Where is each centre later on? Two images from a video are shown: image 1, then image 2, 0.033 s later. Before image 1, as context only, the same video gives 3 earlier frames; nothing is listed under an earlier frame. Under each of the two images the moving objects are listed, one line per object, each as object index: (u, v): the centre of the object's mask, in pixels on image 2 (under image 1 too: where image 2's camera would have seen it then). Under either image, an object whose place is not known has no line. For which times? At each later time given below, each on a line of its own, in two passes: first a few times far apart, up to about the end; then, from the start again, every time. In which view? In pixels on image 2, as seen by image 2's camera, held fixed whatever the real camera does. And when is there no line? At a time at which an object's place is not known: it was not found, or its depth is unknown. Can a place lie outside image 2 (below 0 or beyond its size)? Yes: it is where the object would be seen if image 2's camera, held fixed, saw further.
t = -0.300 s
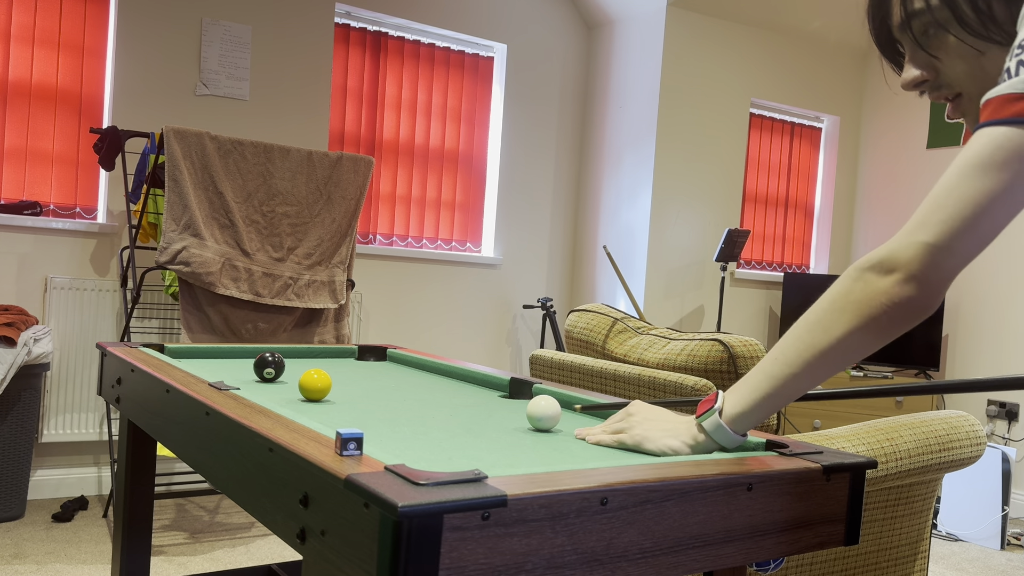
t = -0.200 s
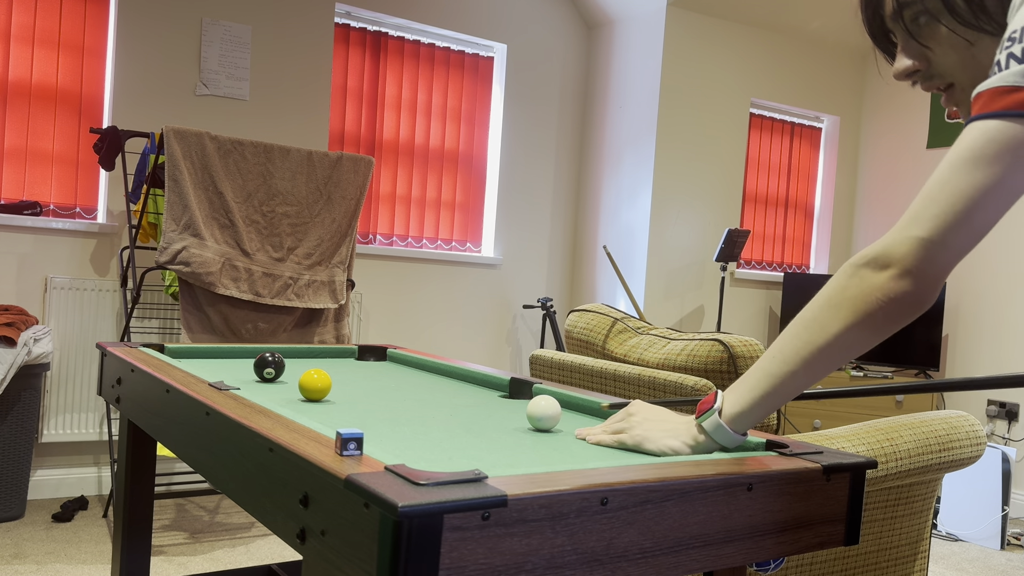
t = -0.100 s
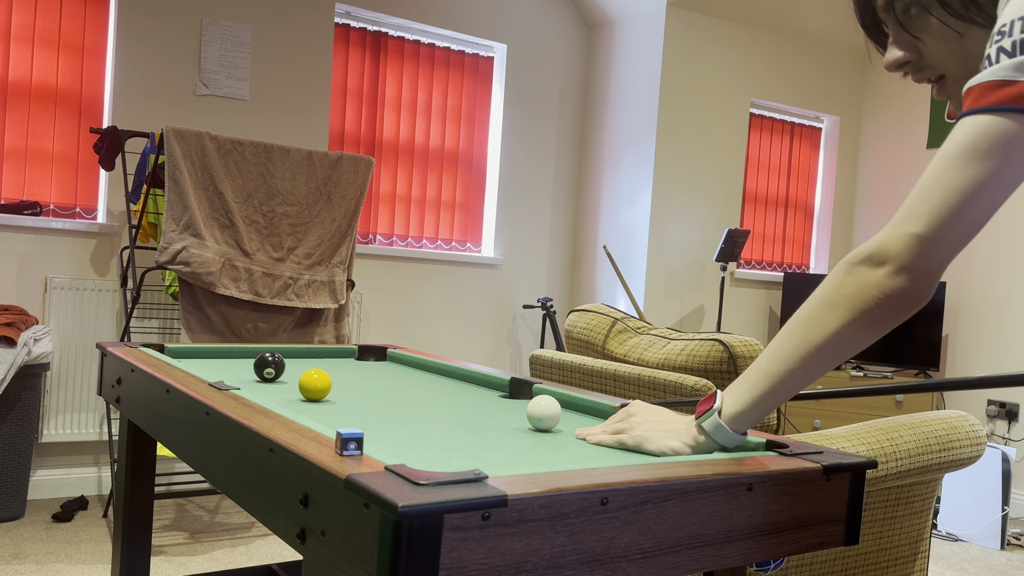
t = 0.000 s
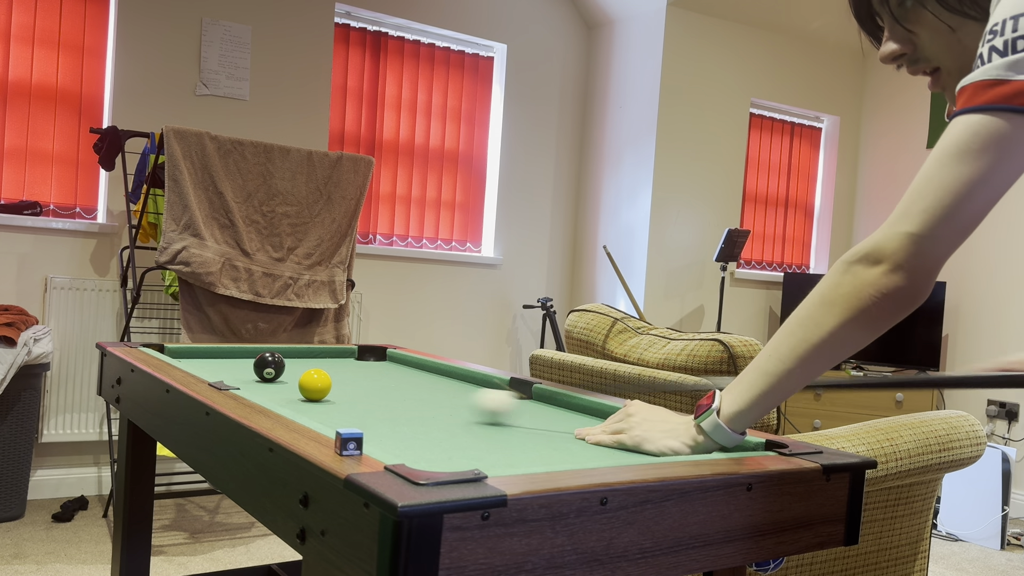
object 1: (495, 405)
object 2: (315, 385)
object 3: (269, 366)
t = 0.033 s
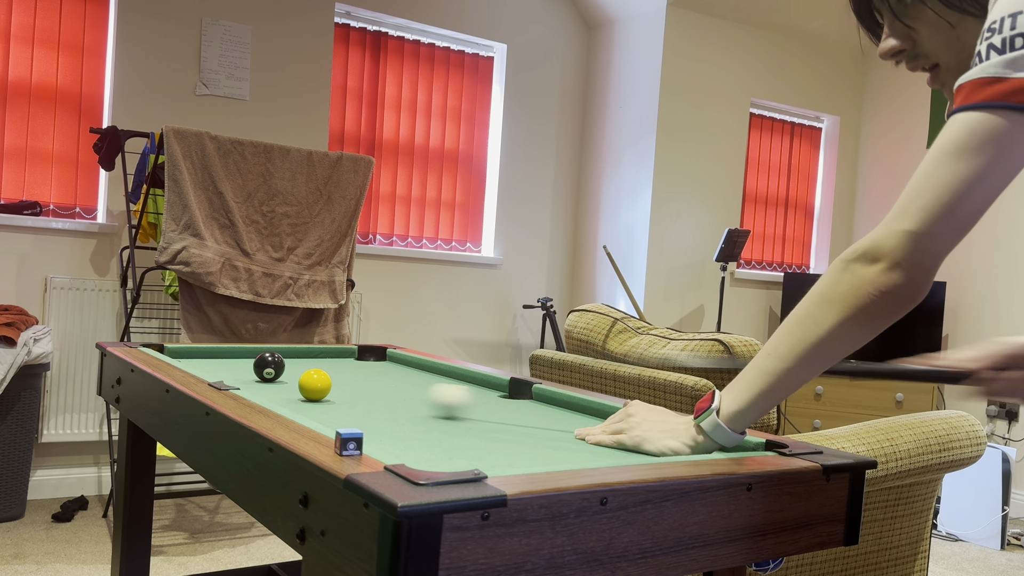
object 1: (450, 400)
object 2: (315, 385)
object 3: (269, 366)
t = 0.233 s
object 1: (338, 385)
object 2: (222, 370)
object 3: (269, 367)
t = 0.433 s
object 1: (296, 377)
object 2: (230, 365)
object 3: (286, 360)
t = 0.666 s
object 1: (250, 369)
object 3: (326, 364)
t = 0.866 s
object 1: (217, 362)
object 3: (355, 362)
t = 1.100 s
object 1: (185, 354)
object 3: (385, 361)
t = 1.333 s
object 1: (175, 350)
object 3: (411, 360)
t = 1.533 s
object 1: (176, 349)
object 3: (408, 360)
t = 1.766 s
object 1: (177, 349)
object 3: (396, 359)
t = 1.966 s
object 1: (176, 349)
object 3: (387, 359)
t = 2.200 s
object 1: (176, 349)
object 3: (378, 359)
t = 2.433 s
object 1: (177, 349)
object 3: (373, 359)
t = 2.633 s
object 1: (177, 349)
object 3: (371, 359)
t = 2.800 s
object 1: (177, 349)
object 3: (370, 359)
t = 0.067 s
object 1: (410, 394)
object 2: (315, 385)
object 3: (269, 366)
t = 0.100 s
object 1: (373, 388)
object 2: (315, 385)
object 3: (269, 366)
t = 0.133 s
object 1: (345, 388)
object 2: (309, 381)
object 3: (269, 367)
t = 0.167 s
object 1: (344, 387)
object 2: (275, 378)
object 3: (268, 360)
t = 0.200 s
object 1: (342, 386)
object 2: (246, 375)
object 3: (272, 365)
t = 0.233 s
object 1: (338, 385)
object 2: (222, 370)
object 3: (269, 367)
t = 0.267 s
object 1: (333, 384)
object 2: (228, 370)
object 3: (269, 367)
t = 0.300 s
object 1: (325, 382)
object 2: (235, 370)
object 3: (269, 367)
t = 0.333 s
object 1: (318, 381)
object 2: (242, 368)
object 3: (270, 367)
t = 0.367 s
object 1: (310, 379)
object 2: (238, 367)
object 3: (276, 366)
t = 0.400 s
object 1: (302, 378)
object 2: (234, 366)
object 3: (281, 364)
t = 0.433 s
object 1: (296, 377)
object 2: (230, 365)
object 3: (286, 360)
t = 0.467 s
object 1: (288, 376)
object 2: (226, 364)
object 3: (297, 359)
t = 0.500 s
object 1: (282, 375)
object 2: (222, 362)
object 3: (302, 363)
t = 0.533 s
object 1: (275, 373)
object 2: (219, 361)
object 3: (305, 365)
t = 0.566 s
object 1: (268, 372)
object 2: (216, 360)
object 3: (310, 364)
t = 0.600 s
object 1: (262, 371)
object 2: (213, 359)
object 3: (316, 364)
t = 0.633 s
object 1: (256, 370)
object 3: (321, 364)
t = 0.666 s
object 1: (250, 369)
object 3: (326, 364)
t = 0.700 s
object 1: (244, 368)
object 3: (331, 363)
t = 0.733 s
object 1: (238, 367)
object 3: (336, 363)
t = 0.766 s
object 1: (232, 366)
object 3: (341, 363)
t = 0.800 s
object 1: (227, 365)
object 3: (346, 363)
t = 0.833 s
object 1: (222, 364)
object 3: (351, 363)
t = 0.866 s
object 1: (217, 362)
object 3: (355, 362)
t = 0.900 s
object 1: (212, 361)
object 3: (360, 362)
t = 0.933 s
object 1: (207, 360)
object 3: (364, 362)
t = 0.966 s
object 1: (202, 359)
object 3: (368, 362)
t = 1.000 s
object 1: (198, 357)
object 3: (373, 361)
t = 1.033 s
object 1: (193, 356)
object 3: (377, 361)
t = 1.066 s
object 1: (189, 355)
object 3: (381, 361)
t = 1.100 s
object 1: (185, 354)
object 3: (385, 361)
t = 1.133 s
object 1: (180, 353)
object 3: (389, 361)
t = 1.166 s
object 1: (178, 352)
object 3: (392, 361)
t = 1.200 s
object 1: (178, 351)
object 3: (396, 361)
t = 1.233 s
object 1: (177, 351)
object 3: (400, 361)
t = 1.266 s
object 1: (176, 350)
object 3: (404, 360)
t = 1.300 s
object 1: (176, 350)
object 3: (407, 360)
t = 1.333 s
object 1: (175, 350)
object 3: (411, 360)
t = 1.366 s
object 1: (174, 349)
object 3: (414, 360)
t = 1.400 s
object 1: (174, 349)
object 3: (416, 360)
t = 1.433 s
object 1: (173, 348)
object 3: (414, 360)
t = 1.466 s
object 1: (173, 348)
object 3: (411, 360)
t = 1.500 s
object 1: (175, 349)
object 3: (410, 360)
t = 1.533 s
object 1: (176, 349)
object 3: (408, 360)
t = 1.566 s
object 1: (177, 349)
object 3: (406, 359)
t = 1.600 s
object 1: (176, 348)
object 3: (404, 359)
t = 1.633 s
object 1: (176, 348)
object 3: (402, 359)
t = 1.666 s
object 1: (176, 348)
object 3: (400, 359)
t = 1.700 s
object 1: (177, 348)
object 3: (399, 359)
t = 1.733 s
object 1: (177, 349)
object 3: (397, 359)
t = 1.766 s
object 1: (177, 349)
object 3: (396, 359)
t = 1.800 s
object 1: (177, 349)
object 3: (394, 359)
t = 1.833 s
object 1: (177, 349)
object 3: (393, 359)
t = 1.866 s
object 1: (177, 349)
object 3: (391, 359)
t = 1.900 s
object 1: (176, 349)
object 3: (390, 359)
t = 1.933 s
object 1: (176, 349)
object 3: (388, 359)
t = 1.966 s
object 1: (176, 349)
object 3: (387, 359)
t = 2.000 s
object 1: (176, 349)
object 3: (386, 359)
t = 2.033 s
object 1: (176, 349)
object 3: (384, 359)
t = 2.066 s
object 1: (175, 349)
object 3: (383, 359)
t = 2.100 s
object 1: (175, 349)
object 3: (381, 359)
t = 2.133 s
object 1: (175, 349)
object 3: (380, 359)
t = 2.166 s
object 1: (176, 349)
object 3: (379, 359)
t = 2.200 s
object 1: (176, 349)
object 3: (378, 359)
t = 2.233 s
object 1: (176, 349)
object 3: (377, 359)
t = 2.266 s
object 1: (177, 349)
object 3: (376, 359)
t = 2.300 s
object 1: (177, 349)
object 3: (376, 359)
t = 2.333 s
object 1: (177, 349)
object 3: (375, 359)
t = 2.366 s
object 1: (177, 349)
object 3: (374, 359)
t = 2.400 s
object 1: (177, 349)
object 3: (374, 359)
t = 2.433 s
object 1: (177, 349)
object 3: (373, 359)
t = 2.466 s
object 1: (177, 349)
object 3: (372, 359)
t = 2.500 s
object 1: (177, 349)
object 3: (372, 359)
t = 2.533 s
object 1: (177, 349)
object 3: (372, 359)
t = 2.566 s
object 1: (177, 349)
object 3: (371, 359)
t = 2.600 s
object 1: (177, 349)
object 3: (371, 359)
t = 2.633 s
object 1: (177, 349)
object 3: (371, 359)
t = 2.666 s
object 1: (177, 349)
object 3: (370, 359)
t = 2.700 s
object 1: (177, 349)
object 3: (370, 359)
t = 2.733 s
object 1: (177, 349)
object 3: (370, 359)
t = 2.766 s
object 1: (177, 349)
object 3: (370, 359)
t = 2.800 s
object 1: (177, 349)
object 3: (370, 359)
